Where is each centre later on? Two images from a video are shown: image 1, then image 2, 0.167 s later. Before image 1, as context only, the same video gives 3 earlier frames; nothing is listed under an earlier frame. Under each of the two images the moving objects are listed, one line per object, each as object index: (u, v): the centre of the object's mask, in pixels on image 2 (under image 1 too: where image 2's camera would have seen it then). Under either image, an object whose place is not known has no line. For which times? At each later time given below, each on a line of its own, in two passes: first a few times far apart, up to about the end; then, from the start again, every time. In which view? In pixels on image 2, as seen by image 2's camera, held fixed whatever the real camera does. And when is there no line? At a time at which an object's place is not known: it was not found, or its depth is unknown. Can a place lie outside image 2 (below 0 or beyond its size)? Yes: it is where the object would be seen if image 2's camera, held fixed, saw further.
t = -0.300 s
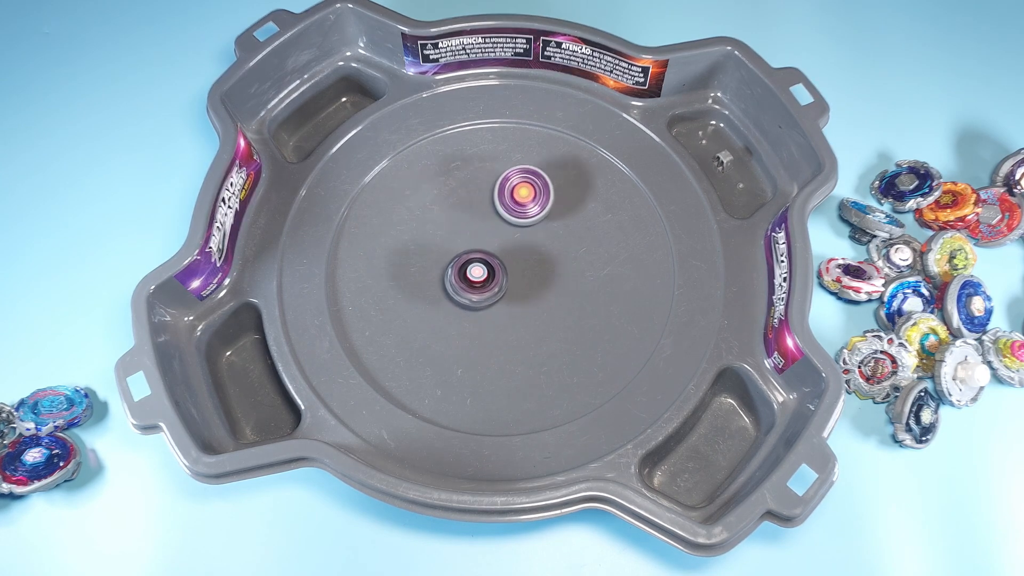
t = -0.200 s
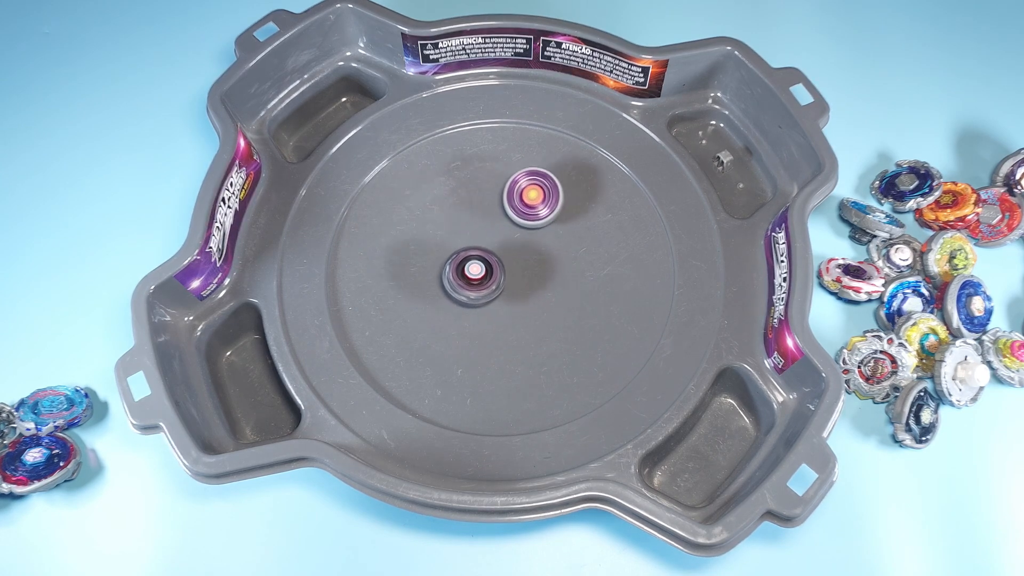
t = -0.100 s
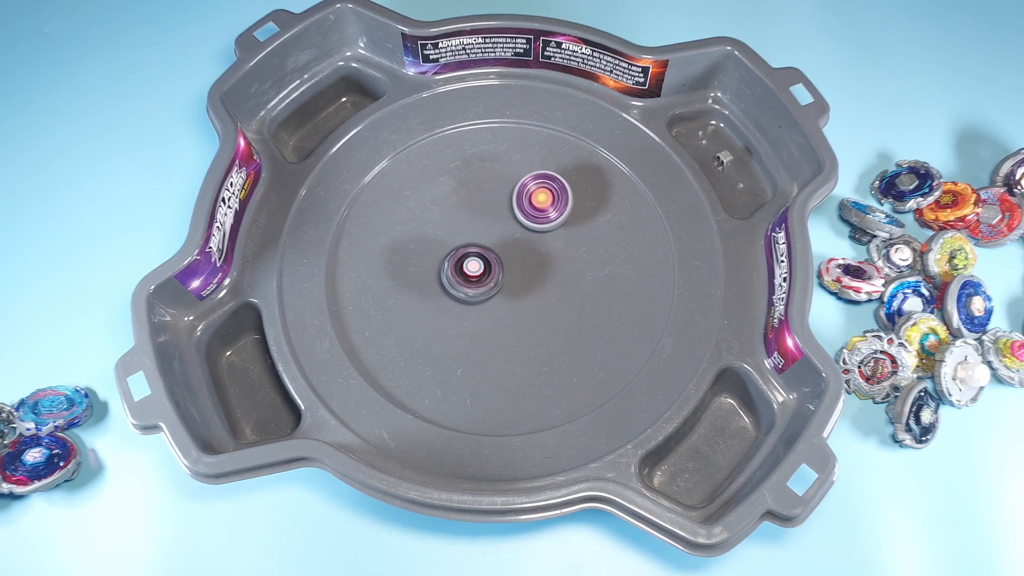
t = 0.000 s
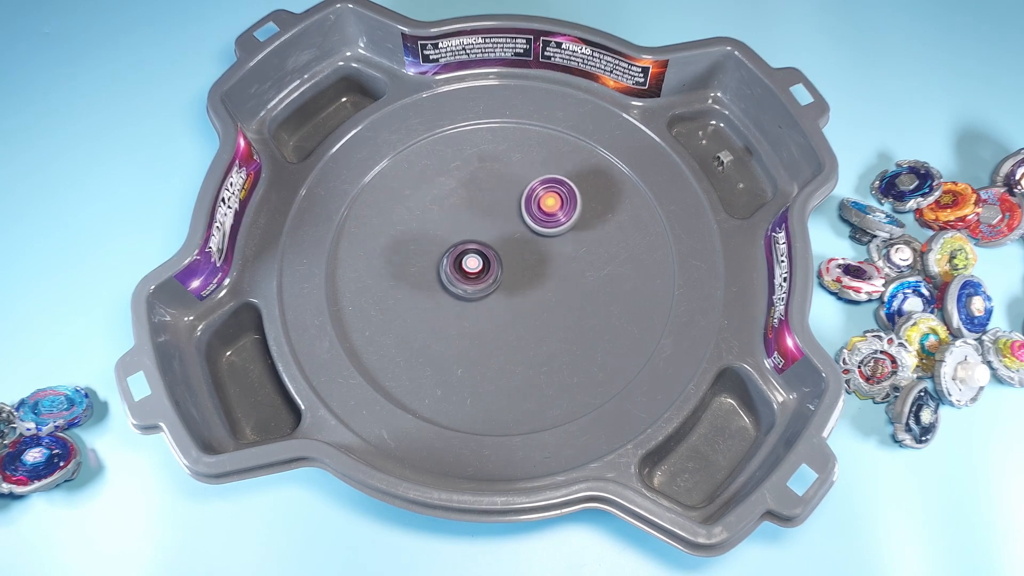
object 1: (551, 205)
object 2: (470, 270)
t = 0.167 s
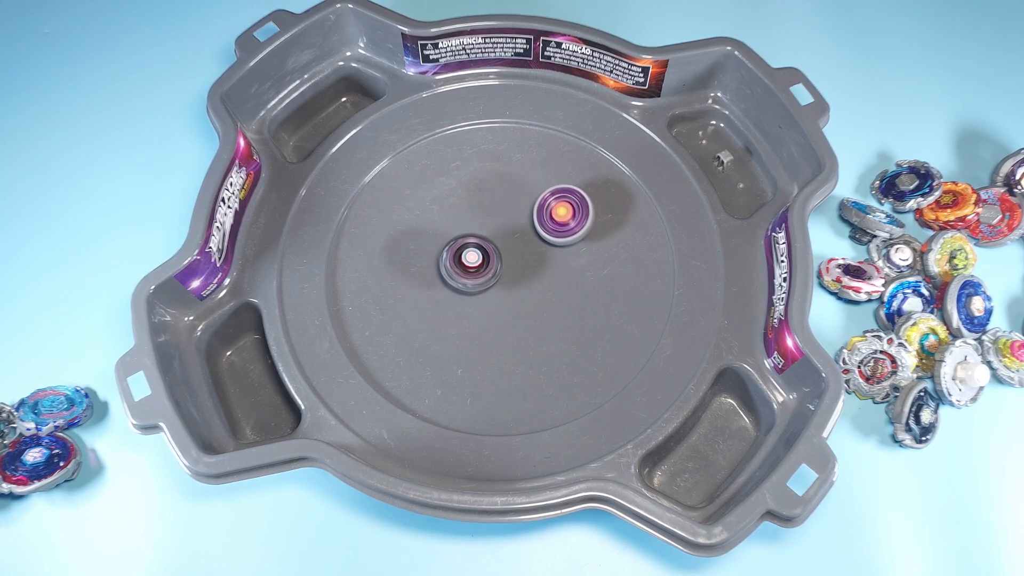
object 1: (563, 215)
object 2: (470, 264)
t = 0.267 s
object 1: (568, 223)
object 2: (470, 260)
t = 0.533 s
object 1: (573, 247)
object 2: (474, 250)
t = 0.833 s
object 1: (564, 276)
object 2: (482, 242)
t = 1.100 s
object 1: (546, 298)
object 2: (493, 238)
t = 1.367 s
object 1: (518, 312)
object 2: (505, 237)
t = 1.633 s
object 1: (487, 317)
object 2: (514, 240)
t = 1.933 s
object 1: (458, 310)
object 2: (523, 245)
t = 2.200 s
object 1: (442, 295)
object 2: (528, 252)
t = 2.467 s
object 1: (437, 274)
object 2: (528, 262)
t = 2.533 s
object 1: (437, 267)
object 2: (528, 265)
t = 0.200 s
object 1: (565, 217)
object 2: (470, 263)
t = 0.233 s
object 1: (567, 220)
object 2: (470, 261)
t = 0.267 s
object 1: (568, 223)
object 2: (470, 260)
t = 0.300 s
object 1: (569, 226)
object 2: (470, 259)
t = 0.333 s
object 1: (570, 229)
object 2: (471, 258)
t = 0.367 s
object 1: (571, 232)
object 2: (471, 257)
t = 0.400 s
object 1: (572, 235)
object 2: (472, 255)
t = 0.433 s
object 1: (573, 238)
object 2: (472, 254)
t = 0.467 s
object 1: (573, 241)
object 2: (473, 253)
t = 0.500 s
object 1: (573, 244)
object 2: (473, 252)
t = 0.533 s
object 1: (573, 247)
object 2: (474, 250)
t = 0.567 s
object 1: (573, 250)
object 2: (475, 249)
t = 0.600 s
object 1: (572, 253)
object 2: (475, 248)
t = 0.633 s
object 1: (572, 256)
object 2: (476, 247)
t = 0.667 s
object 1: (571, 260)
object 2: (477, 246)
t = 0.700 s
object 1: (570, 263)
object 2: (478, 245)
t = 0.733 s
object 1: (569, 266)
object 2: (478, 244)
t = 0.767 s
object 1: (568, 269)
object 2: (479, 244)
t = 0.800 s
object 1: (566, 273)
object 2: (480, 243)
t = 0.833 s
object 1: (564, 276)
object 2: (482, 242)
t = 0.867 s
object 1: (562, 279)
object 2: (483, 242)
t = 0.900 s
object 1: (561, 282)
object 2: (484, 242)
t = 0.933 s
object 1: (558, 285)
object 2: (485, 241)
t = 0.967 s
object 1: (556, 288)
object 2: (486, 240)
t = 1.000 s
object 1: (554, 290)
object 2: (488, 240)
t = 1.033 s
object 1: (552, 293)
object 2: (489, 239)
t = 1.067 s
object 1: (549, 295)
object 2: (491, 239)
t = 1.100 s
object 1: (546, 298)
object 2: (493, 238)
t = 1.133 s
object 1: (543, 300)
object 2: (494, 238)
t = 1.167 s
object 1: (540, 302)
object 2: (496, 237)
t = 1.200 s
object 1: (536, 304)
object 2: (497, 237)
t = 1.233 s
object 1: (533, 306)
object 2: (499, 237)
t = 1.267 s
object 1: (529, 308)
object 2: (500, 237)
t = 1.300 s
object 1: (526, 309)
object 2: (502, 237)
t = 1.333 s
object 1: (522, 311)
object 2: (503, 237)
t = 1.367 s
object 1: (518, 312)
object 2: (505, 237)
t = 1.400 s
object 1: (514, 313)
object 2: (506, 237)
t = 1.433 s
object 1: (510, 314)
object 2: (508, 238)
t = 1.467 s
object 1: (506, 315)
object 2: (508, 238)
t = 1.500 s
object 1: (502, 316)
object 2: (509, 238)
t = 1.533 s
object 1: (498, 317)
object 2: (510, 239)
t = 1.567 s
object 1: (494, 317)
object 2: (511, 239)
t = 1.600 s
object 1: (490, 317)
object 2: (512, 239)
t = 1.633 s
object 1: (487, 317)
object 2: (514, 240)
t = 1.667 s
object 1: (483, 317)
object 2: (515, 240)
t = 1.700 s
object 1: (480, 316)
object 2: (516, 240)
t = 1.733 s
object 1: (476, 316)
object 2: (517, 241)
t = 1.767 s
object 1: (473, 315)
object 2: (518, 241)
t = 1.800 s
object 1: (470, 314)
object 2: (519, 242)
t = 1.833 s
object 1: (467, 313)
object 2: (520, 243)
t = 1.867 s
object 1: (464, 312)
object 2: (521, 244)
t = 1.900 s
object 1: (461, 311)
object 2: (522, 245)
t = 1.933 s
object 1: (458, 310)
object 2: (523, 245)
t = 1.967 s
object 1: (456, 308)
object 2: (524, 246)
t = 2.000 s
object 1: (453, 306)
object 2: (525, 247)
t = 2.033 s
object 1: (451, 305)
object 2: (525, 247)
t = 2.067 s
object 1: (449, 303)
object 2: (526, 248)
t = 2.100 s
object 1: (447, 301)
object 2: (526, 249)
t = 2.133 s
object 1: (445, 299)
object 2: (527, 250)
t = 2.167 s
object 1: (443, 297)
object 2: (527, 251)
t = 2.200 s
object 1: (442, 295)
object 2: (528, 252)
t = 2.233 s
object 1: (441, 293)
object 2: (528, 253)
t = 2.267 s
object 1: (440, 290)
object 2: (528, 254)
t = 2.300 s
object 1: (439, 287)
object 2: (528, 256)
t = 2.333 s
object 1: (438, 285)
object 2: (528, 257)
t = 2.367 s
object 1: (438, 282)
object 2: (529, 258)
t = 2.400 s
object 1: (437, 279)
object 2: (528, 259)
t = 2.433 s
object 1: (437, 276)
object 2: (528, 261)
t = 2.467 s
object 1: (437, 274)
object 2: (528, 262)
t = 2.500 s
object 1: (437, 270)
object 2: (528, 264)
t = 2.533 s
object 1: (437, 267)
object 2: (528, 265)
